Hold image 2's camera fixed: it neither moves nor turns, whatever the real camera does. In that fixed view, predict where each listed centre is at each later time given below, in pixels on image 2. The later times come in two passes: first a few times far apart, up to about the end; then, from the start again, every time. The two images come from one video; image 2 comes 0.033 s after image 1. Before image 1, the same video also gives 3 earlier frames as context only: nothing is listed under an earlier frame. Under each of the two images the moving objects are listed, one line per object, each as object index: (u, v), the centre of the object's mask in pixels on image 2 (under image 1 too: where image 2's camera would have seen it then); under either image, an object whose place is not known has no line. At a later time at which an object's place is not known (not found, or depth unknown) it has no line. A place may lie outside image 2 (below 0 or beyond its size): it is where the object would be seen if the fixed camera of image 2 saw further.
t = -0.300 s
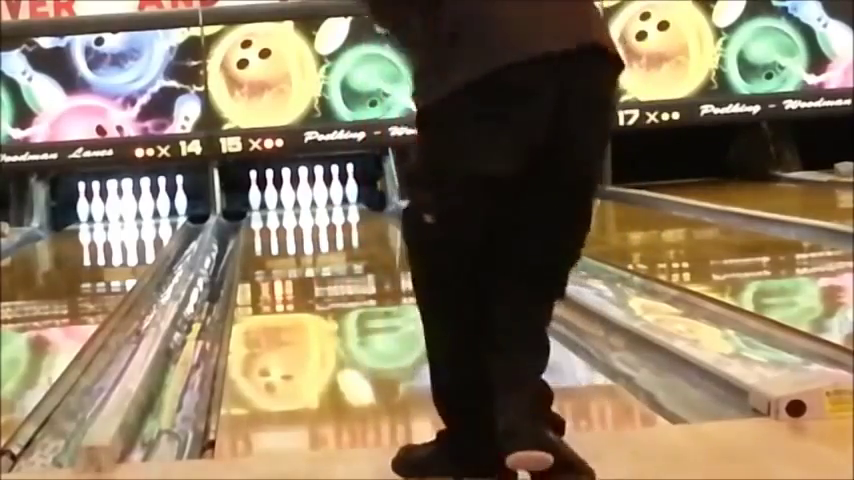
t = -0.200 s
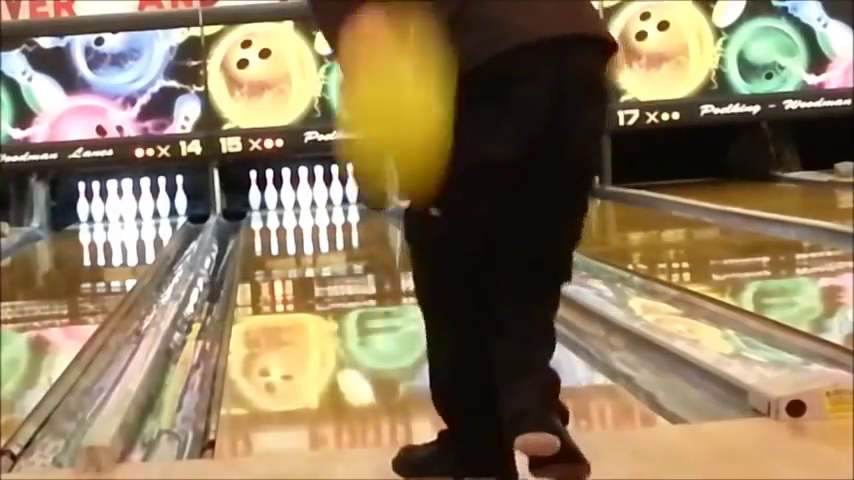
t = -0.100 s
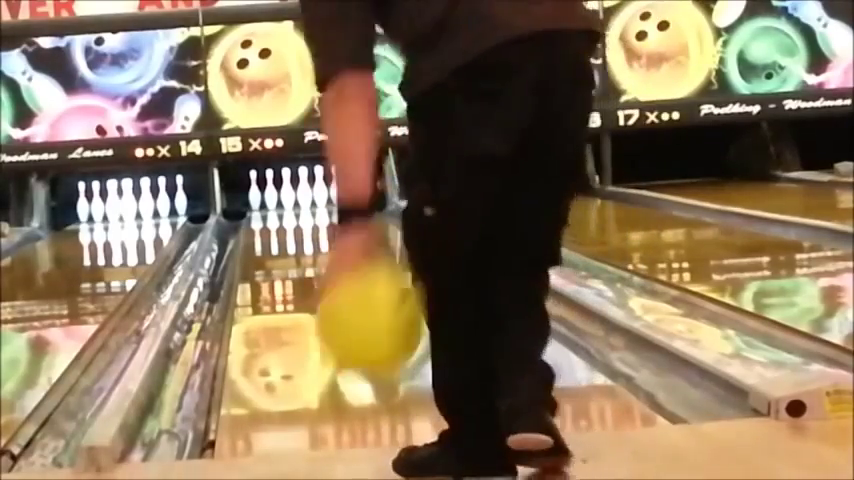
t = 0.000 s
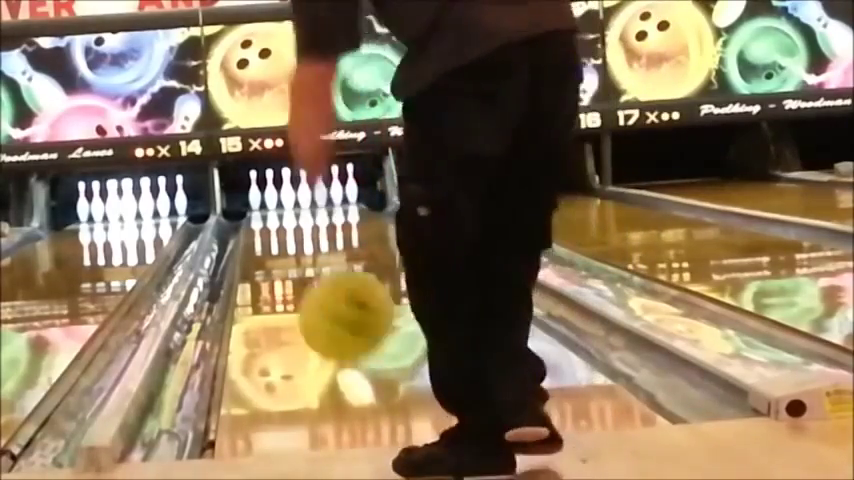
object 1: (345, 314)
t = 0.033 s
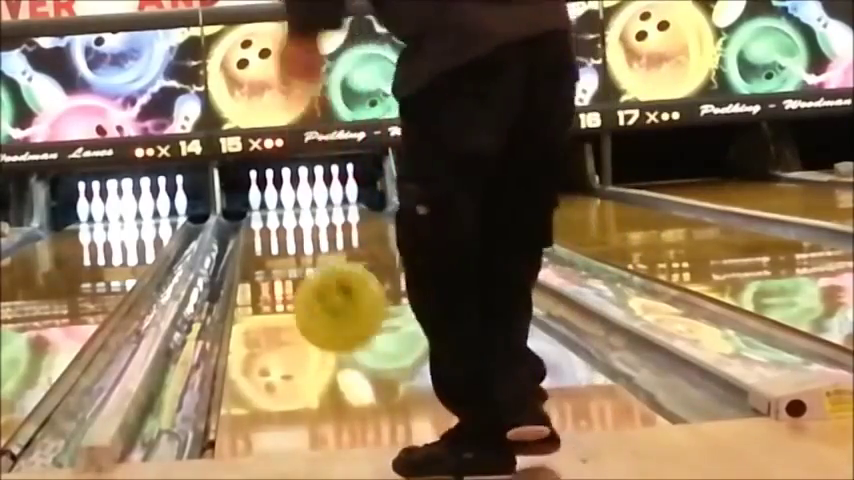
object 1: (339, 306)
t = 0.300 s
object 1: (307, 332)
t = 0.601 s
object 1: (281, 291)
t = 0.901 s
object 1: (268, 266)
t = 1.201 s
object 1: (261, 248)
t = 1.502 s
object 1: (258, 233)
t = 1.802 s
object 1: (261, 221)
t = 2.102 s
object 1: (267, 212)
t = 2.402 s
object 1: (279, 205)
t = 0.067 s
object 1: (334, 302)
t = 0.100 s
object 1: (330, 304)
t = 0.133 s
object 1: (326, 309)
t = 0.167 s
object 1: (322, 317)
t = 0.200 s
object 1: (317, 327)
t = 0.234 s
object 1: (314, 341)
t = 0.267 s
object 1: (311, 337)
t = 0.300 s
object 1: (307, 332)
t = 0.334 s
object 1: (303, 327)
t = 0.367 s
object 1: (300, 322)
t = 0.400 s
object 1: (296, 316)
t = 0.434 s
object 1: (293, 311)
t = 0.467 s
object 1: (290, 307)
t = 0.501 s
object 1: (288, 302)
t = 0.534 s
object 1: (286, 298)
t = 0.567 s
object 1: (284, 294)
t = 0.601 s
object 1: (281, 291)
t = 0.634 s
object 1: (279, 288)
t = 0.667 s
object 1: (278, 285)
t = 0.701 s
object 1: (275, 282)
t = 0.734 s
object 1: (275, 280)
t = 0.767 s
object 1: (273, 277)
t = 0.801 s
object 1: (272, 275)
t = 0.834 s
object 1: (271, 272)
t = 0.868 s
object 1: (269, 269)
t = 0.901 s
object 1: (268, 266)
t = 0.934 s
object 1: (267, 264)
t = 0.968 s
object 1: (267, 262)
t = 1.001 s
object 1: (266, 260)
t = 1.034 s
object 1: (265, 258)
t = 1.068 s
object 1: (264, 256)
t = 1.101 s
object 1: (263, 253)
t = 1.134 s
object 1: (262, 251)
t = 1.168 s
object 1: (261, 249)
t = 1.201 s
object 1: (261, 248)
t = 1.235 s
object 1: (260, 246)
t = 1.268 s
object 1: (260, 244)
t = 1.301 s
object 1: (259, 242)
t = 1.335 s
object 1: (259, 240)
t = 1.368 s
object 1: (258, 239)
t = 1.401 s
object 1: (258, 237)
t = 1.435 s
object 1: (261, 236)
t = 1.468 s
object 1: (261, 235)
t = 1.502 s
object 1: (258, 233)
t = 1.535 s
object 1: (258, 231)
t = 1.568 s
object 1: (258, 231)
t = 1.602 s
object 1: (258, 229)
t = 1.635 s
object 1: (258, 228)
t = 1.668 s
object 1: (259, 226)
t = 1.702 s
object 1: (259, 225)
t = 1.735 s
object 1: (259, 224)
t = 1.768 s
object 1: (260, 222)
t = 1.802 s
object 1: (261, 221)
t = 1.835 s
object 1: (261, 220)
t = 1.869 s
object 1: (262, 219)
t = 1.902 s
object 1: (262, 218)
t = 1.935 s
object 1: (262, 217)
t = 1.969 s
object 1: (263, 216)
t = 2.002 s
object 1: (264, 215)
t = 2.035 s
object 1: (265, 214)
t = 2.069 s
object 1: (266, 213)
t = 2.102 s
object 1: (267, 212)
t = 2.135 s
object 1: (267, 211)
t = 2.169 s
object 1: (268, 210)
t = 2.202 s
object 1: (269, 210)
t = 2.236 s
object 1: (271, 210)
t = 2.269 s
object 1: (272, 208)
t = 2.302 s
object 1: (273, 208)
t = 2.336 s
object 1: (275, 207)
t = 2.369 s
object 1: (277, 206)
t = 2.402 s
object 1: (279, 205)
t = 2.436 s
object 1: (280, 204)
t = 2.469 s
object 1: (283, 203)
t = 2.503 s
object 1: (284, 203)
